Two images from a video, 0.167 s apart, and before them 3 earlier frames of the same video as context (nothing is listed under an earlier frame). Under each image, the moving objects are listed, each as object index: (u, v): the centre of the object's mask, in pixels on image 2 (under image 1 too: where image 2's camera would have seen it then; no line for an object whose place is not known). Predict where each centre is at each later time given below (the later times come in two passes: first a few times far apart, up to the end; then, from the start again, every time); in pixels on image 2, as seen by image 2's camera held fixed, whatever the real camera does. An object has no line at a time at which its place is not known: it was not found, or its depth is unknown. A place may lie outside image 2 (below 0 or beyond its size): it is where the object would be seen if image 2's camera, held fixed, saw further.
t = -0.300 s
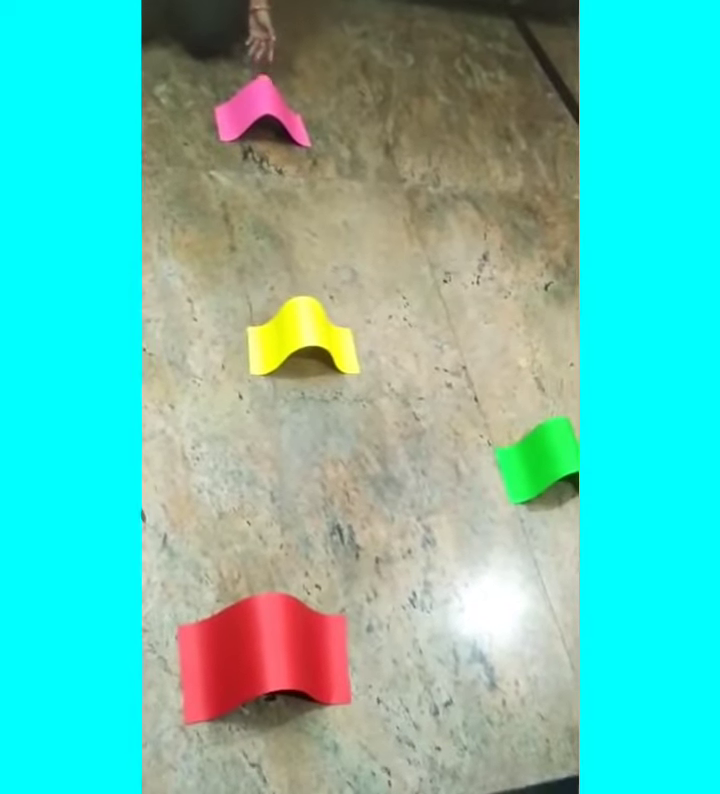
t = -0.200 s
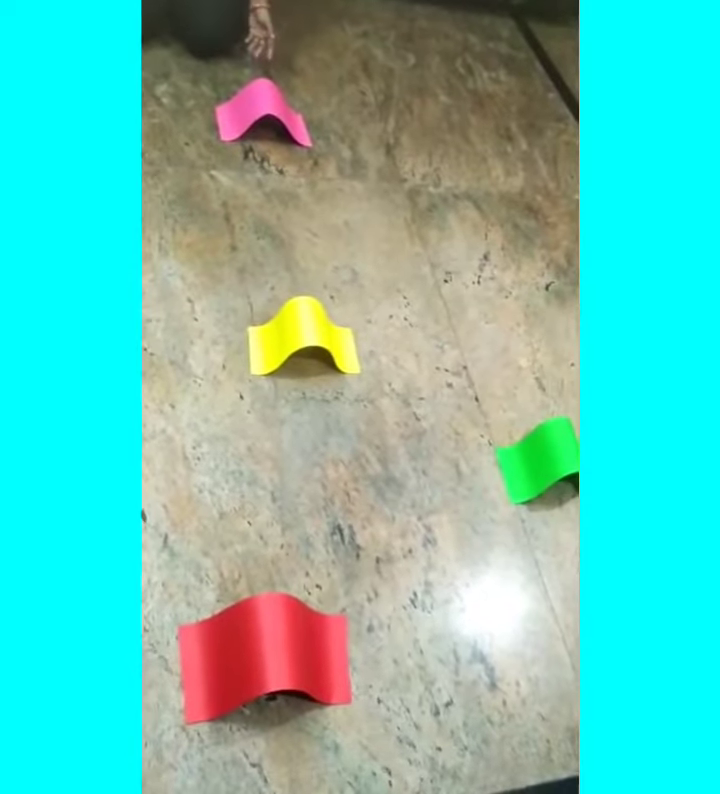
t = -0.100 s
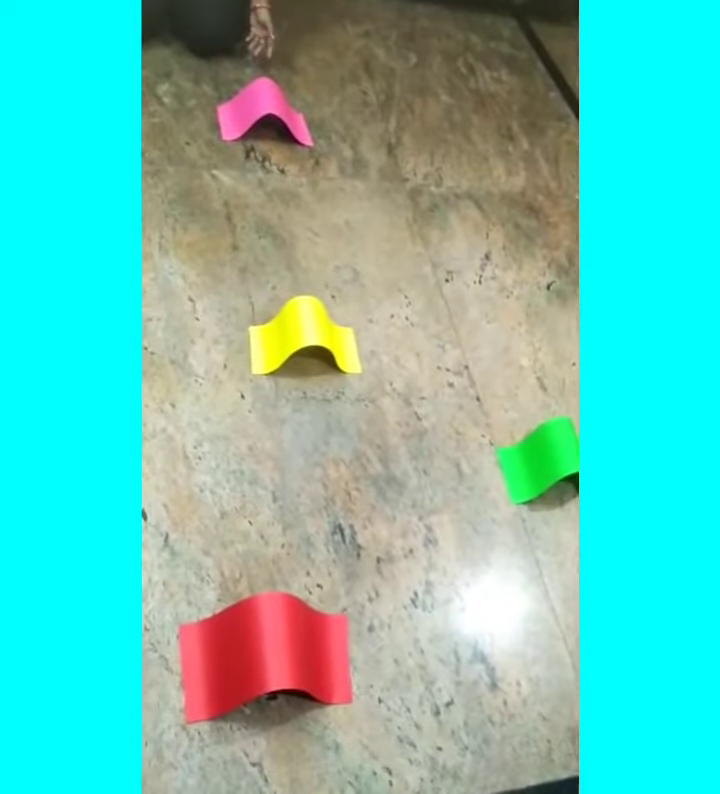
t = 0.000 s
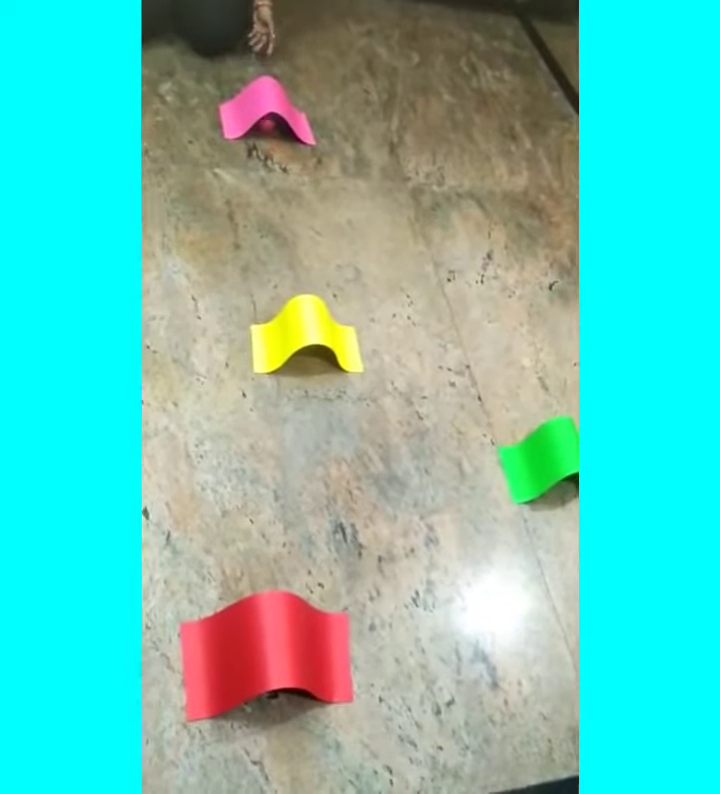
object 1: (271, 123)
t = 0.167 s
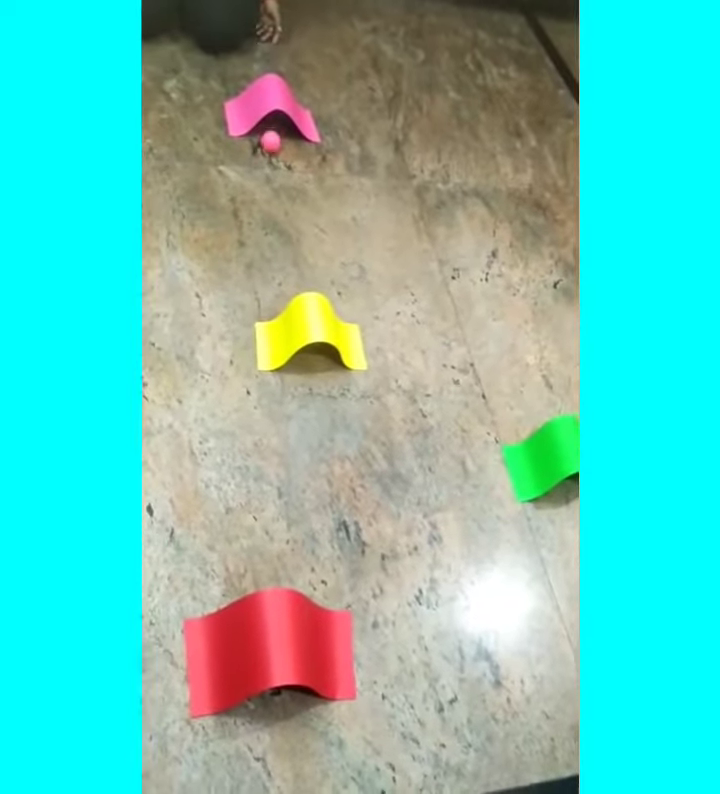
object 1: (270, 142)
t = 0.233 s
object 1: (270, 152)
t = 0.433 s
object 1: (268, 182)
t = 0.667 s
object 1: (266, 221)
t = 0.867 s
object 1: (261, 252)
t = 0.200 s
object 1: (270, 147)
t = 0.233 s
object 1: (270, 152)
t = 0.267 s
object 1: (269, 156)
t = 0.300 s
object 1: (269, 162)
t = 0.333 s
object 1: (269, 167)
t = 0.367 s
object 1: (269, 173)
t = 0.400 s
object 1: (269, 178)
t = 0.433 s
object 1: (268, 182)
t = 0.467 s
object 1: (268, 189)
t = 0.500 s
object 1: (268, 193)
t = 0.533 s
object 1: (267, 199)
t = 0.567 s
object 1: (267, 205)
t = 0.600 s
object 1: (267, 210)
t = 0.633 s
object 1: (267, 216)
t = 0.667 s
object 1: (266, 221)
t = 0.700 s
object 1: (265, 226)
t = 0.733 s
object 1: (264, 231)
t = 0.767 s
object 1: (263, 237)
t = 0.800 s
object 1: (263, 241)
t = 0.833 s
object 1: (262, 248)
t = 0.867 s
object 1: (261, 252)
